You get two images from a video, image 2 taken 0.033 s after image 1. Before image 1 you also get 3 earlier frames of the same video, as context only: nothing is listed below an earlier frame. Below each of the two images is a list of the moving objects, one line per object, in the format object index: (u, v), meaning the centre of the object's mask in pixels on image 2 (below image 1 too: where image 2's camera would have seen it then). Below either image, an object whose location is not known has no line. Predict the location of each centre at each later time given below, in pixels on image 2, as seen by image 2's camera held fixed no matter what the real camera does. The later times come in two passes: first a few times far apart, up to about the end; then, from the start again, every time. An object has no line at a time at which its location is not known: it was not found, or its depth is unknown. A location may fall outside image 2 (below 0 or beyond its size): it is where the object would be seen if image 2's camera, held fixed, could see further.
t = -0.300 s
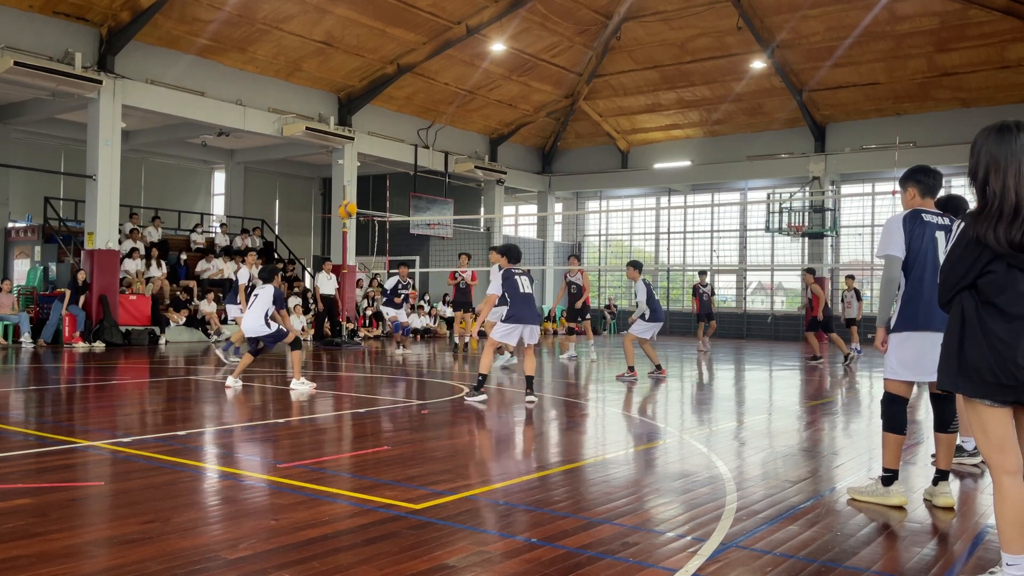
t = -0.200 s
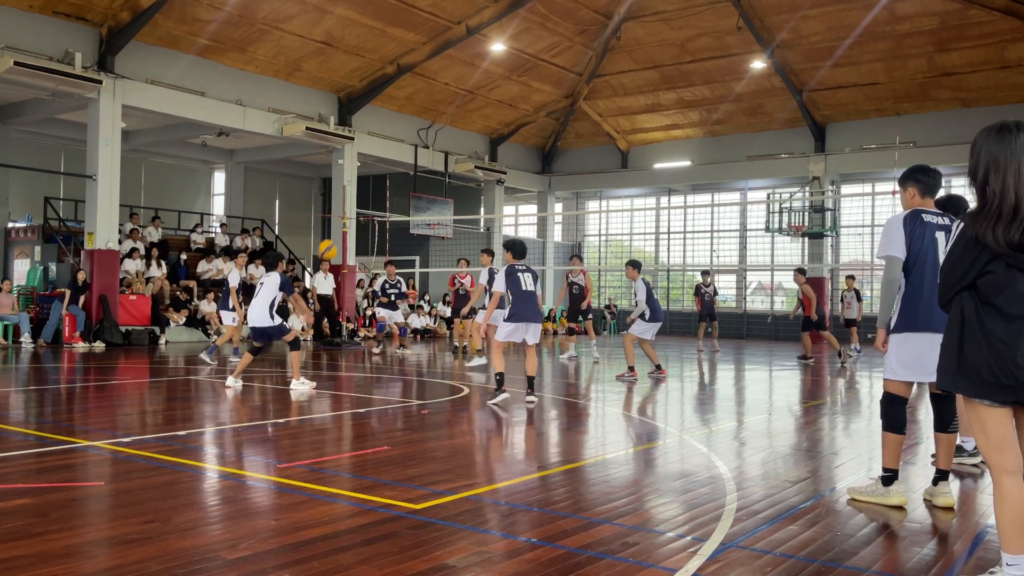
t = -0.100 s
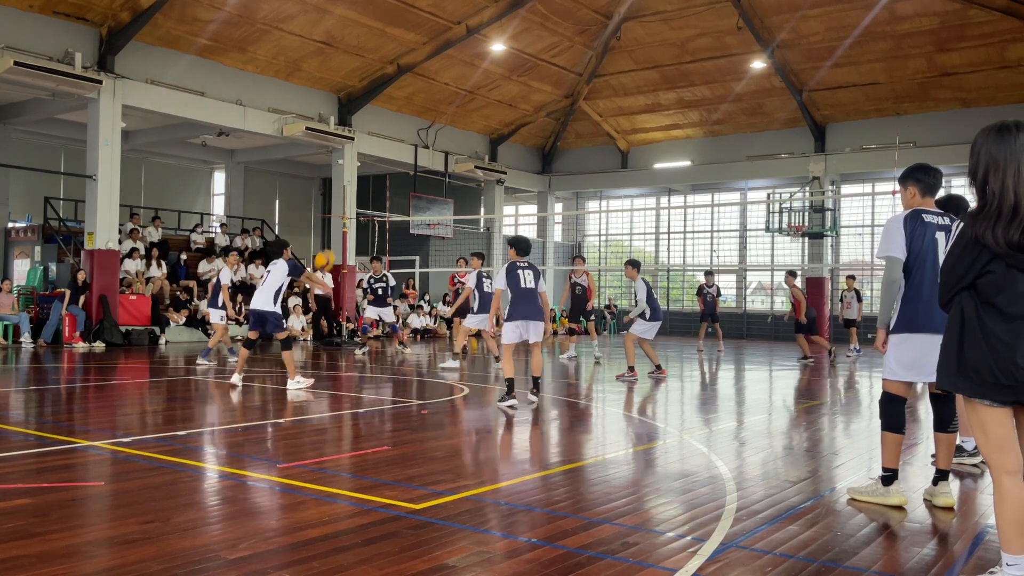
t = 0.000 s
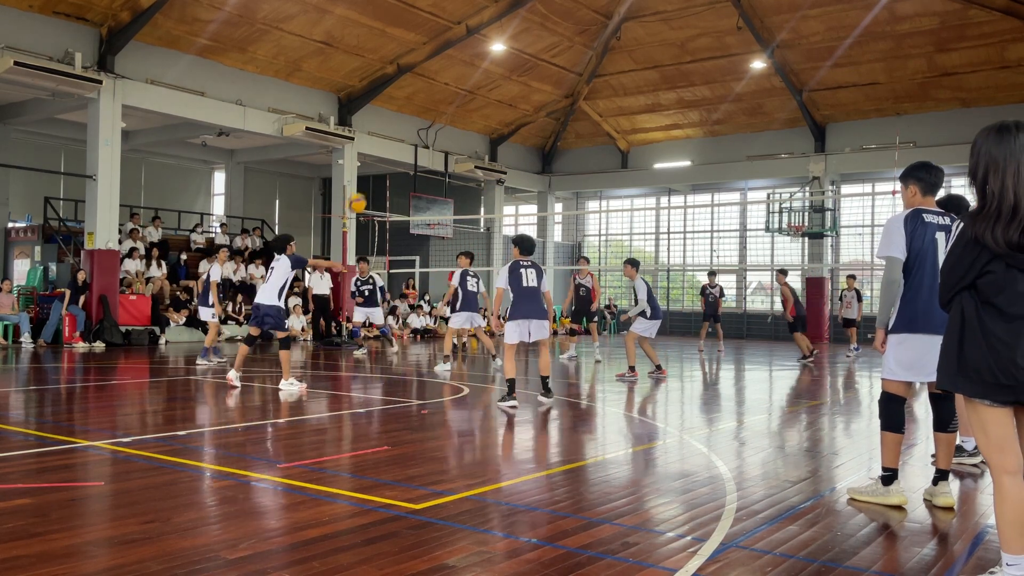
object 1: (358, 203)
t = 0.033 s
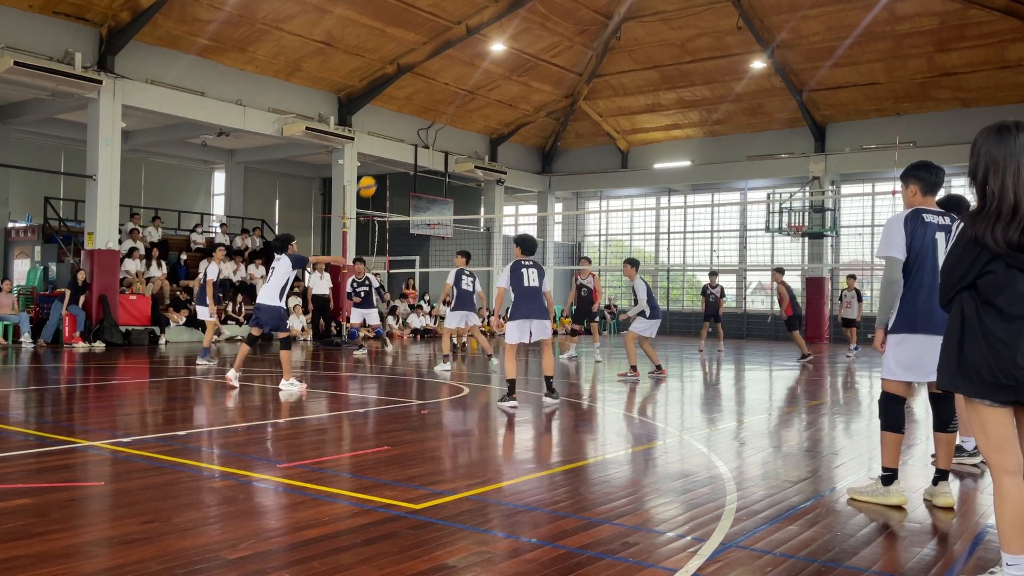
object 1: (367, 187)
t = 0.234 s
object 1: (423, 111)
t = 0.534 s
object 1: (499, 68)
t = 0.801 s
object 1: (558, 89)
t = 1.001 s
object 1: (596, 139)
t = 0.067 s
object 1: (377, 172)
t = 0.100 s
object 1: (386, 156)
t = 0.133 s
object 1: (396, 144)
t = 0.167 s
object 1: (405, 132)
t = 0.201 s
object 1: (415, 120)
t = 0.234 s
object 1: (423, 111)
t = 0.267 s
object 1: (433, 102)
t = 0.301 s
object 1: (441, 94)
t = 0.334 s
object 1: (450, 88)
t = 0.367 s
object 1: (458, 82)
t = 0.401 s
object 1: (467, 77)
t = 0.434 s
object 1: (475, 73)
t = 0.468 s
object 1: (483, 70)
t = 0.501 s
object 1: (491, 68)
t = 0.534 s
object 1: (499, 68)
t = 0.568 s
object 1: (507, 67)
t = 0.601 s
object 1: (514, 68)
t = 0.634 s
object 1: (522, 69)
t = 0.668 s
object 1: (529, 72)
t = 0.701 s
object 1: (536, 75)
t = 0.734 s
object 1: (543, 79)
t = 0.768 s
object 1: (550, 84)
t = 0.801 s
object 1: (558, 89)
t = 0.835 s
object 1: (564, 96)
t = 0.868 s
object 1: (571, 103)
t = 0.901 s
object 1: (577, 111)
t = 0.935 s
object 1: (584, 119)
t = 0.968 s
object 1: (590, 129)
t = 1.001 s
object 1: (596, 139)
